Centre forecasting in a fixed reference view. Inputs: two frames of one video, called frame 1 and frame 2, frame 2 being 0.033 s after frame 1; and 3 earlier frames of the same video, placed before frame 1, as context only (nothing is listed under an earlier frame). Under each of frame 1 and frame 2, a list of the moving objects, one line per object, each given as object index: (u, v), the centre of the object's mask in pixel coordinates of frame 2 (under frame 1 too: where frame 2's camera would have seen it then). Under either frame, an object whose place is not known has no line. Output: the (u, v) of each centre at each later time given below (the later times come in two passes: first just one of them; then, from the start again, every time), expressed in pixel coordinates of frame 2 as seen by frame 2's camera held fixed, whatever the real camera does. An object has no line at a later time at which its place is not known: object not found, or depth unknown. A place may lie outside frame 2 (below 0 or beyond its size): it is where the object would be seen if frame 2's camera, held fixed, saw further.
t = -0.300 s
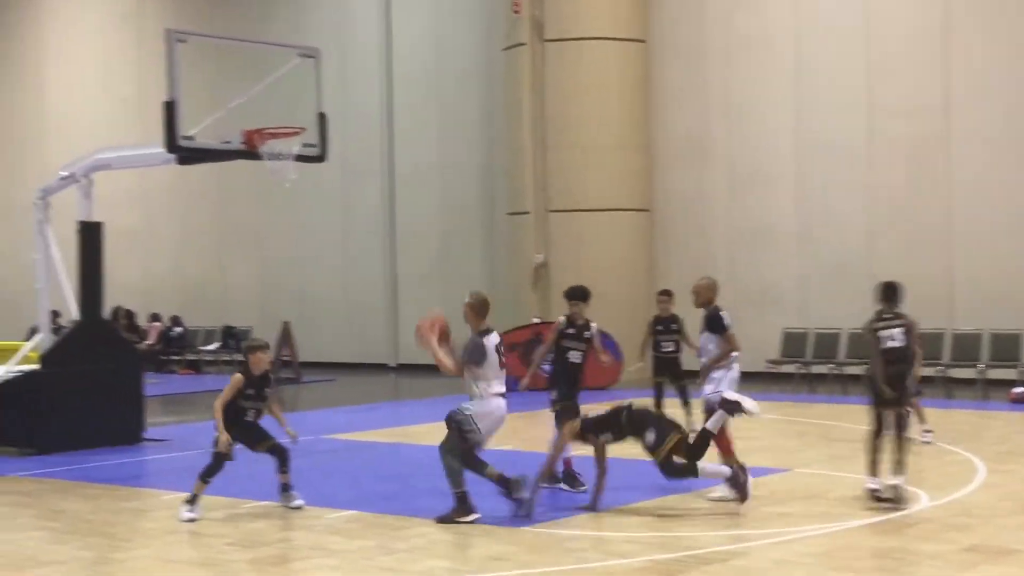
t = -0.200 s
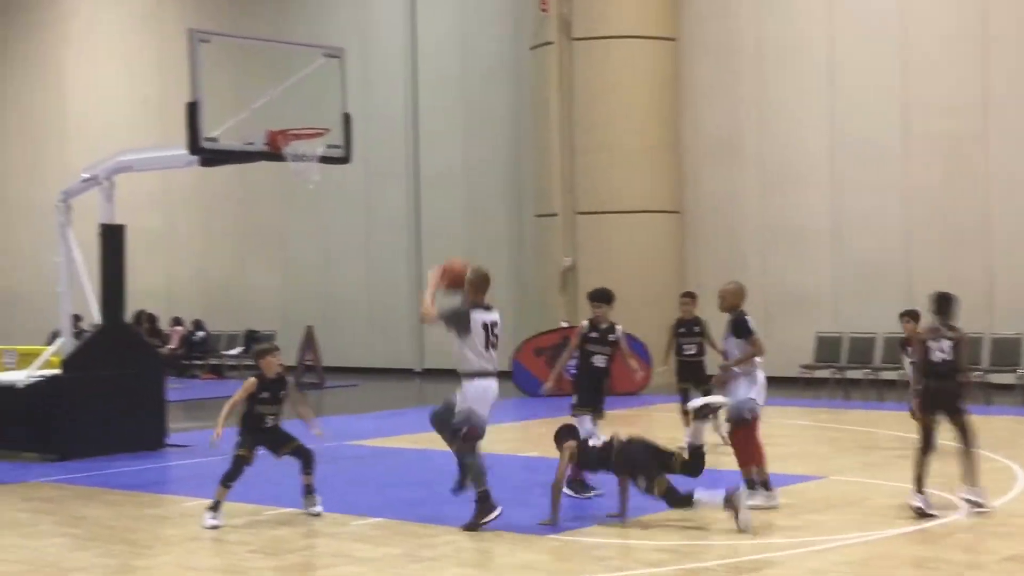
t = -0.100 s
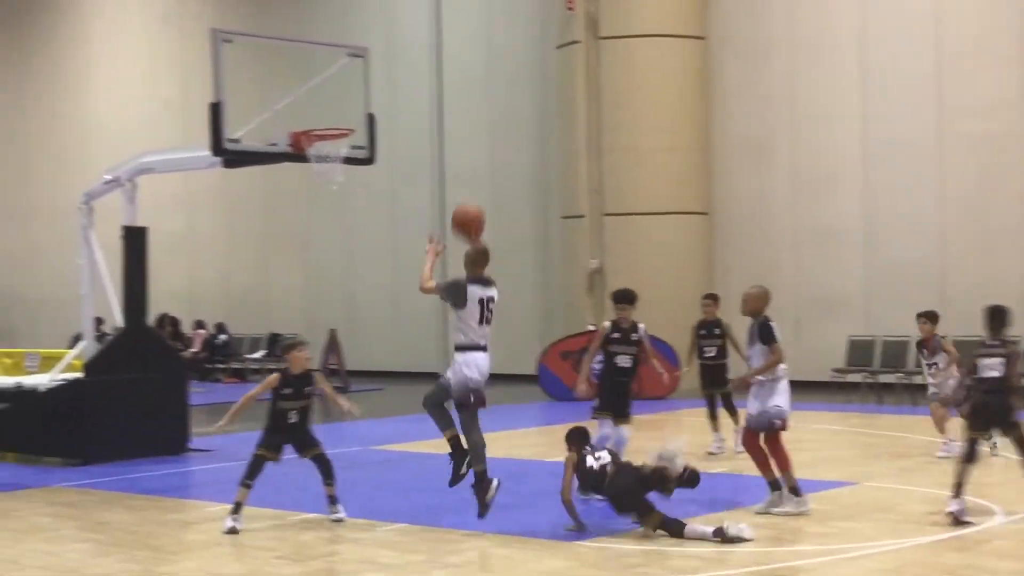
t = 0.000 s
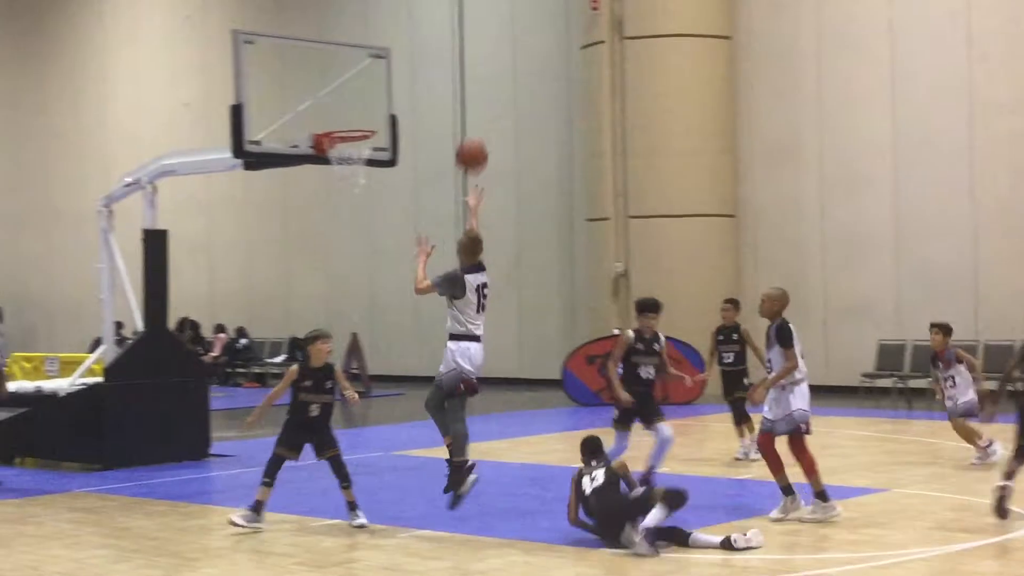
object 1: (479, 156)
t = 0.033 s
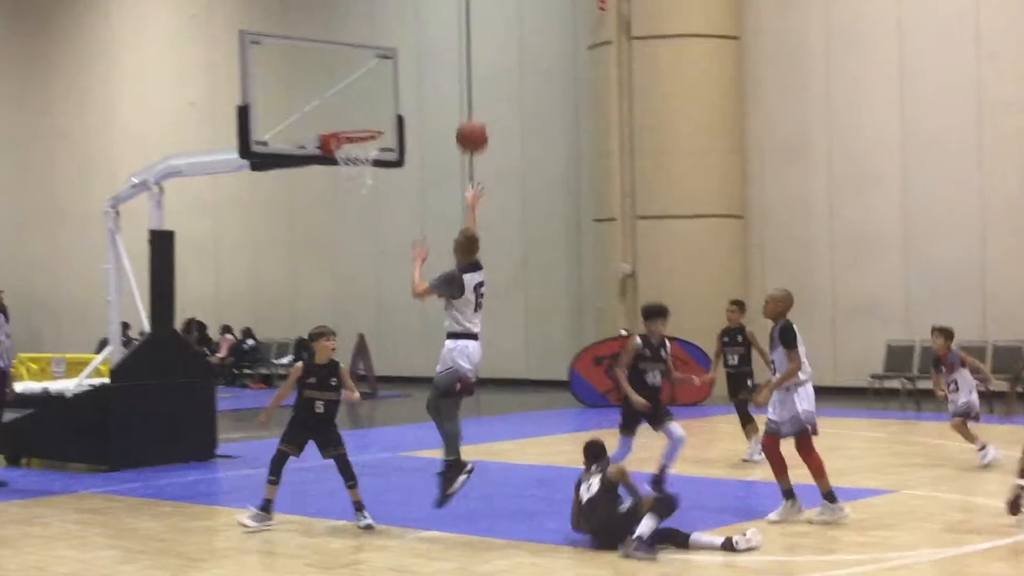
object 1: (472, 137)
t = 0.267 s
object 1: (433, 51)
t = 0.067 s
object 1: (465, 120)
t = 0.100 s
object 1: (460, 104)
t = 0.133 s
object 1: (454, 90)
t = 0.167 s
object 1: (448, 77)
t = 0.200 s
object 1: (443, 67)
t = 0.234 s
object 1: (438, 58)
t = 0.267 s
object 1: (433, 51)
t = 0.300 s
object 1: (429, 46)
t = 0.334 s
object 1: (424, 41)
